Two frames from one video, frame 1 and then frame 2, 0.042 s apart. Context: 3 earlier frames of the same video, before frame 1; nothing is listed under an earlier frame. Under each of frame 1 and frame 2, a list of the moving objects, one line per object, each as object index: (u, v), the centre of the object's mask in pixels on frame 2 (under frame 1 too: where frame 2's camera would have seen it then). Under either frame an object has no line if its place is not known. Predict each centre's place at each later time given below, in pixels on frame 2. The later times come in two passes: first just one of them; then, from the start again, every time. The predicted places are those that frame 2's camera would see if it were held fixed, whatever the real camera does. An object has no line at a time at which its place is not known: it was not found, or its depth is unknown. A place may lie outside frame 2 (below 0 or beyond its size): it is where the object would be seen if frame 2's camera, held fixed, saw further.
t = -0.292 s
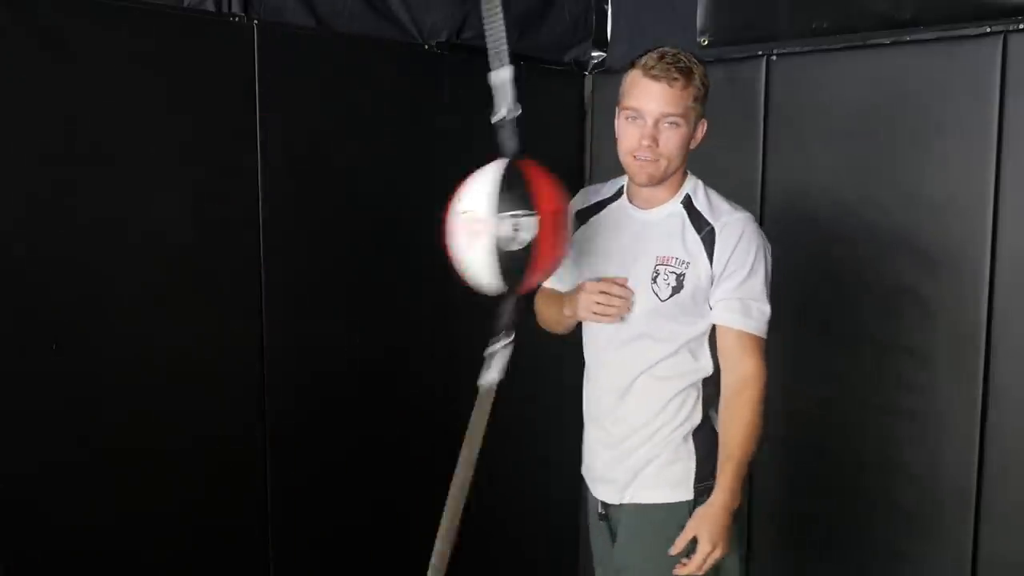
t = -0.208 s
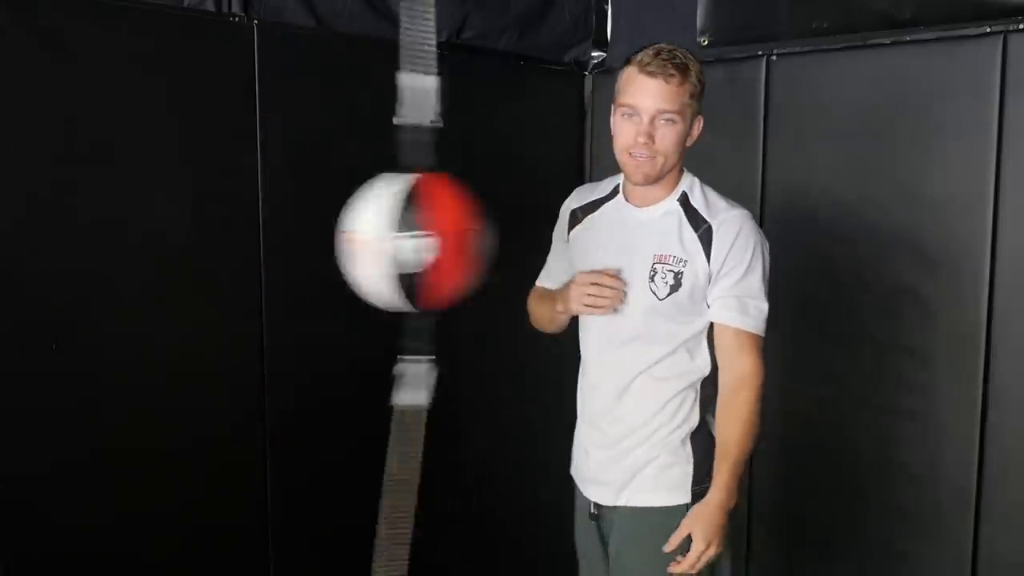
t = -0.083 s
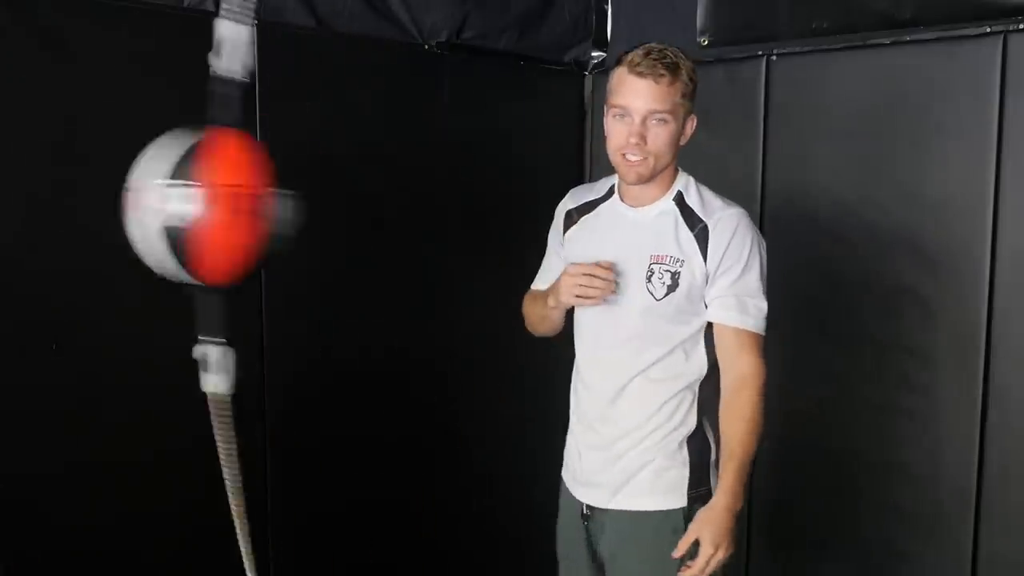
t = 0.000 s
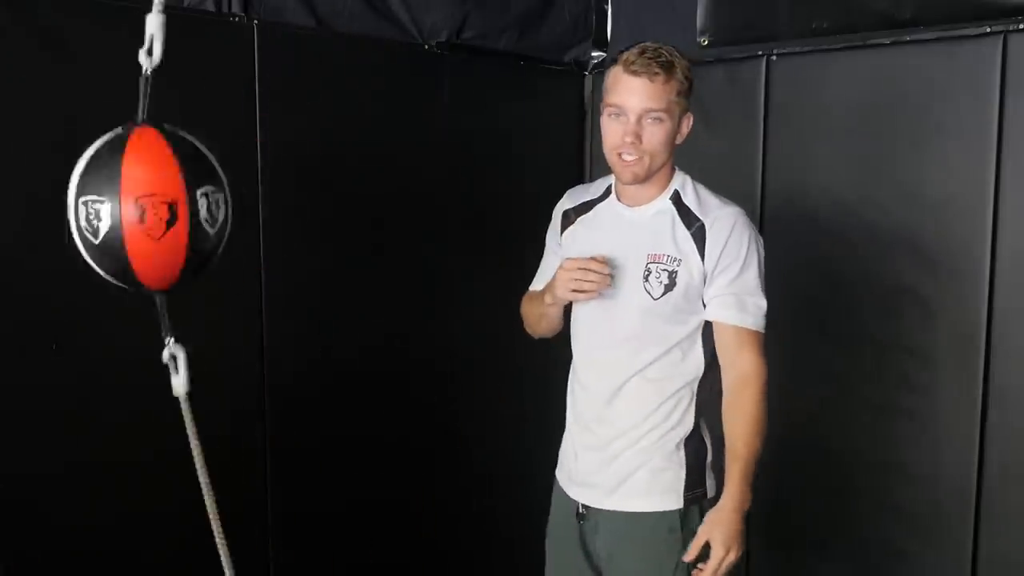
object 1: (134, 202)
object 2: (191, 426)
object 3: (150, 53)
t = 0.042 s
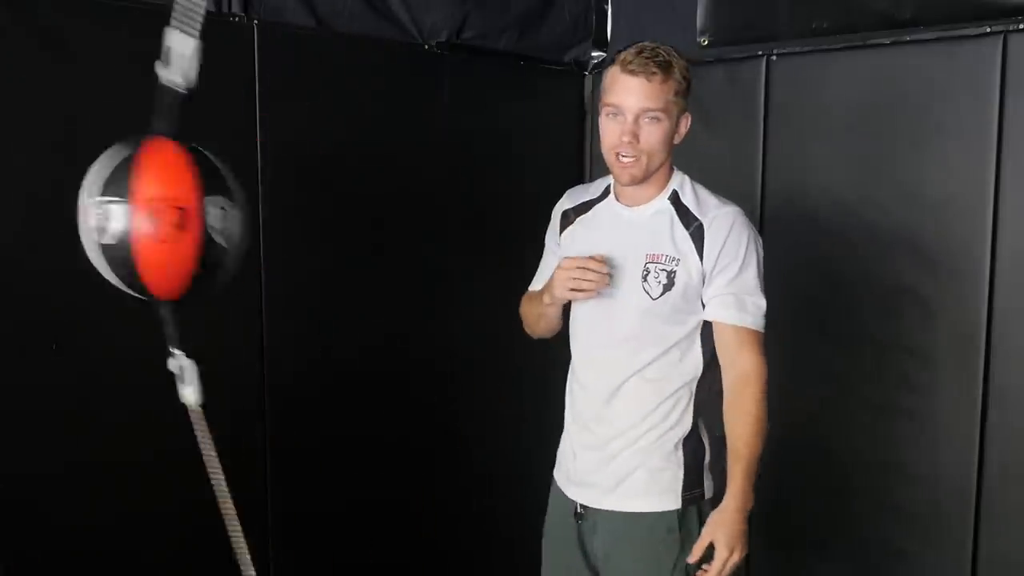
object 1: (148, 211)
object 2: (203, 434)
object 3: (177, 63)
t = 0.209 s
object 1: (392, 225)
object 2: (395, 434)
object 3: (387, 76)
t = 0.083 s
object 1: (201, 229)
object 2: (225, 419)
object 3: (221, 82)
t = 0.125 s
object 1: (262, 234)
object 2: (294, 449)
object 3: (270, 80)
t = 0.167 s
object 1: (329, 232)
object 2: (352, 415)
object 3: (325, 85)
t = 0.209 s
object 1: (392, 225)
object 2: (395, 434)
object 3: (387, 76)
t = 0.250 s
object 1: (445, 215)
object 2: (438, 405)
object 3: (446, 77)
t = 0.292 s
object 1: (485, 208)
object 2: (462, 422)
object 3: (481, 71)
